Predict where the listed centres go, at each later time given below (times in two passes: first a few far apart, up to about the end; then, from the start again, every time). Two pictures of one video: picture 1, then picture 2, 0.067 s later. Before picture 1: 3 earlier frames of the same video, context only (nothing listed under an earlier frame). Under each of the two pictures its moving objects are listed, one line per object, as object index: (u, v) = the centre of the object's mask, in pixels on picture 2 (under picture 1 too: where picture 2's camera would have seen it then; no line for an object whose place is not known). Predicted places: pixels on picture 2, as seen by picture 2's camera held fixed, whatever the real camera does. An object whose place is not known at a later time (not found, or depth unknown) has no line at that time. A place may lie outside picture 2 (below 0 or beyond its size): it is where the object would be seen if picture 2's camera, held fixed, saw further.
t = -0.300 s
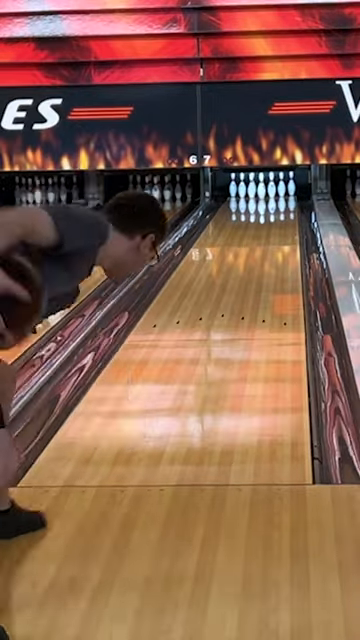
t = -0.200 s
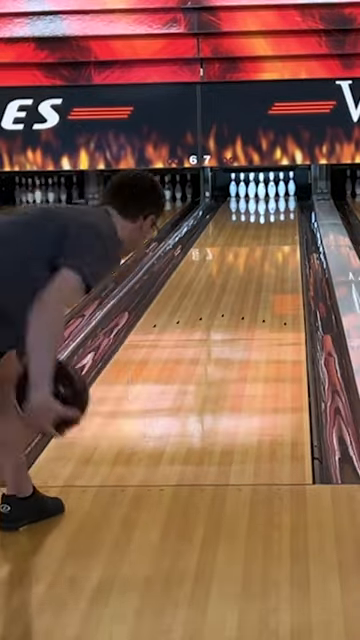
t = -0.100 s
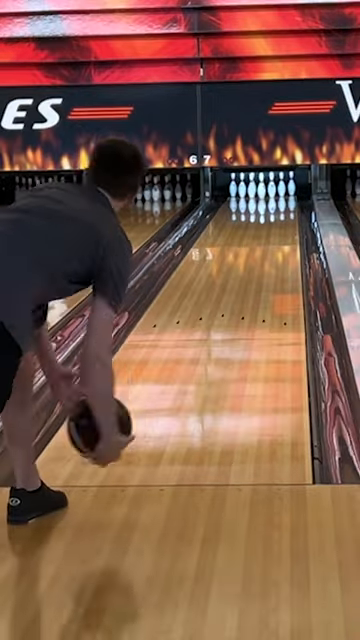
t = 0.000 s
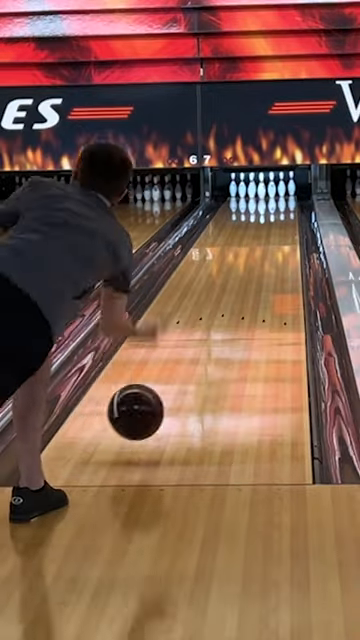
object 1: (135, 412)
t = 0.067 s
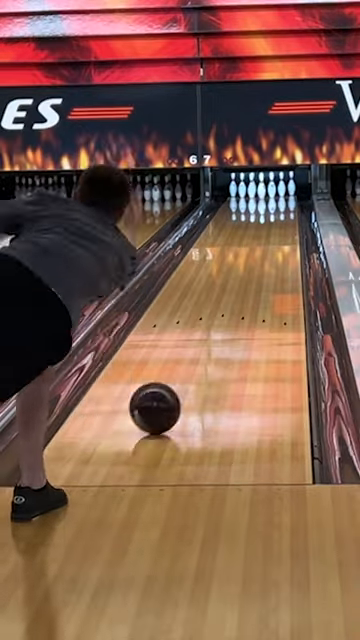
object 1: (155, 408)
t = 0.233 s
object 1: (189, 358)
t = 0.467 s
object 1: (221, 311)
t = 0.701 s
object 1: (242, 279)
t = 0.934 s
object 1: (257, 256)
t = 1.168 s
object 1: (267, 238)
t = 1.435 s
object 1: (276, 222)
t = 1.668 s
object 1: (279, 211)
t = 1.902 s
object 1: (278, 204)
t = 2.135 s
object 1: (273, 196)
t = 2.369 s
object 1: (267, 192)
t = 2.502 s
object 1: (266, 191)
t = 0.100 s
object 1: (163, 394)
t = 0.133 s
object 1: (170, 384)
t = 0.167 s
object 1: (177, 376)
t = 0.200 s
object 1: (183, 366)
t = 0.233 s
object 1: (189, 358)
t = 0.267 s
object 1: (195, 349)
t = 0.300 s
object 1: (200, 342)
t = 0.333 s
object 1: (205, 335)
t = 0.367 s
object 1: (209, 329)
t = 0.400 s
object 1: (213, 322)
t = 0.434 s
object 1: (217, 317)
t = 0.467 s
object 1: (221, 311)
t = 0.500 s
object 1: (225, 306)
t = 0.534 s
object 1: (228, 301)
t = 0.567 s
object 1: (231, 296)
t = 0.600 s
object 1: (234, 292)
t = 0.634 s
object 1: (237, 287)
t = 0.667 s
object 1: (240, 283)
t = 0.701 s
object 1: (242, 279)
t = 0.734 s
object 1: (245, 275)
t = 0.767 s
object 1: (247, 272)
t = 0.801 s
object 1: (249, 268)
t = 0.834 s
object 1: (251, 265)
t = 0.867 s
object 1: (253, 262)
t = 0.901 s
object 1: (255, 258)
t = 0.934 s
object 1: (257, 256)
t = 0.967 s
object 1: (258, 253)
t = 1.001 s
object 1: (260, 250)
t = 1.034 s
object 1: (262, 247)
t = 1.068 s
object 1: (263, 245)
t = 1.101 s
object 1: (264, 242)
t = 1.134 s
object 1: (266, 240)
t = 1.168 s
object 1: (267, 238)
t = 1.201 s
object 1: (268, 236)
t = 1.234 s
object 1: (270, 234)
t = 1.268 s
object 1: (271, 232)
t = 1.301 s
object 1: (272, 229)
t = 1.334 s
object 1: (273, 227)
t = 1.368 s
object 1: (274, 226)
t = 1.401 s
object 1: (275, 224)
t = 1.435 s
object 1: (276, 222)
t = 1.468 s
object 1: (276, 220)
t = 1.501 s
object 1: (277, 219)
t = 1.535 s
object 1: (277, 217)
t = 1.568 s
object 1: (278, 216)
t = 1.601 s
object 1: (278, 214)
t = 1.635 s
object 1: (279, 213)
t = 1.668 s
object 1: (279, 211)
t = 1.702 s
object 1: (279, 210)
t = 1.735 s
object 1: (279, 209)
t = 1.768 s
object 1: (280, 208)
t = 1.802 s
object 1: (279, 207)
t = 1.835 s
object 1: (279, 205)
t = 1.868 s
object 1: (279, 204)
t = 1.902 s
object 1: (278, 204)
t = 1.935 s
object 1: (279, 202)
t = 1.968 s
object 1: (278, 201)
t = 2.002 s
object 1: (277, 200)
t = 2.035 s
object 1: (276, 199)
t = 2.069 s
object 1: (275, 198)
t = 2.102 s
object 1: (274, 197)
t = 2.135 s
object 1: (273, 196)
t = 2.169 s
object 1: (272, 196)
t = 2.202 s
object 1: (272, 196)
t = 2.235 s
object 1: (271, 195)
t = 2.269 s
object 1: (270, 194)
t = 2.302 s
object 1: (269, 193)
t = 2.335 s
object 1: (267, 192)
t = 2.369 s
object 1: (267, 192)
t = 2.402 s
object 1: (267, 191)
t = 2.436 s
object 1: (266, 191)
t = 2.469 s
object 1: (266, 191)
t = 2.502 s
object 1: (266, 191)
